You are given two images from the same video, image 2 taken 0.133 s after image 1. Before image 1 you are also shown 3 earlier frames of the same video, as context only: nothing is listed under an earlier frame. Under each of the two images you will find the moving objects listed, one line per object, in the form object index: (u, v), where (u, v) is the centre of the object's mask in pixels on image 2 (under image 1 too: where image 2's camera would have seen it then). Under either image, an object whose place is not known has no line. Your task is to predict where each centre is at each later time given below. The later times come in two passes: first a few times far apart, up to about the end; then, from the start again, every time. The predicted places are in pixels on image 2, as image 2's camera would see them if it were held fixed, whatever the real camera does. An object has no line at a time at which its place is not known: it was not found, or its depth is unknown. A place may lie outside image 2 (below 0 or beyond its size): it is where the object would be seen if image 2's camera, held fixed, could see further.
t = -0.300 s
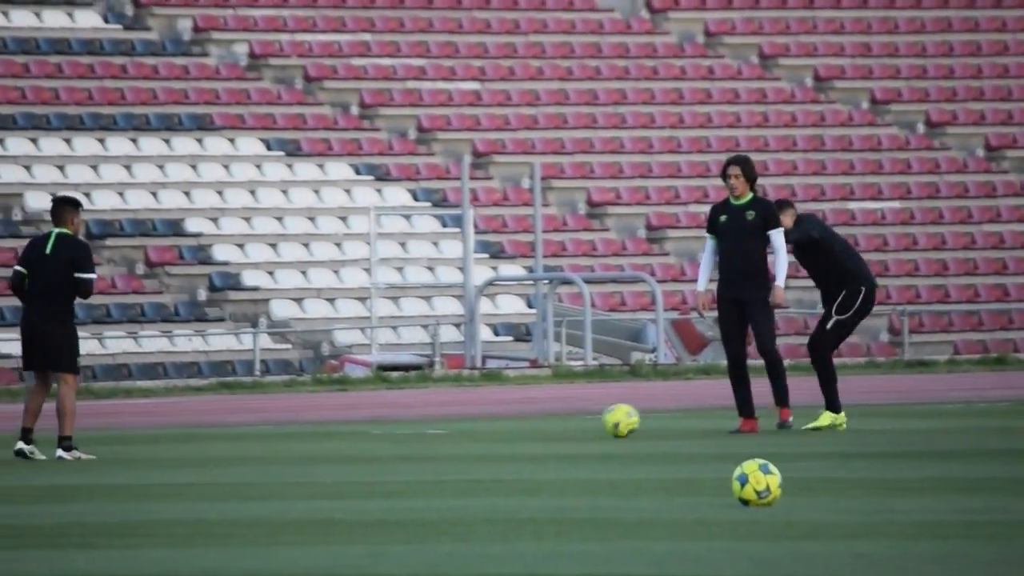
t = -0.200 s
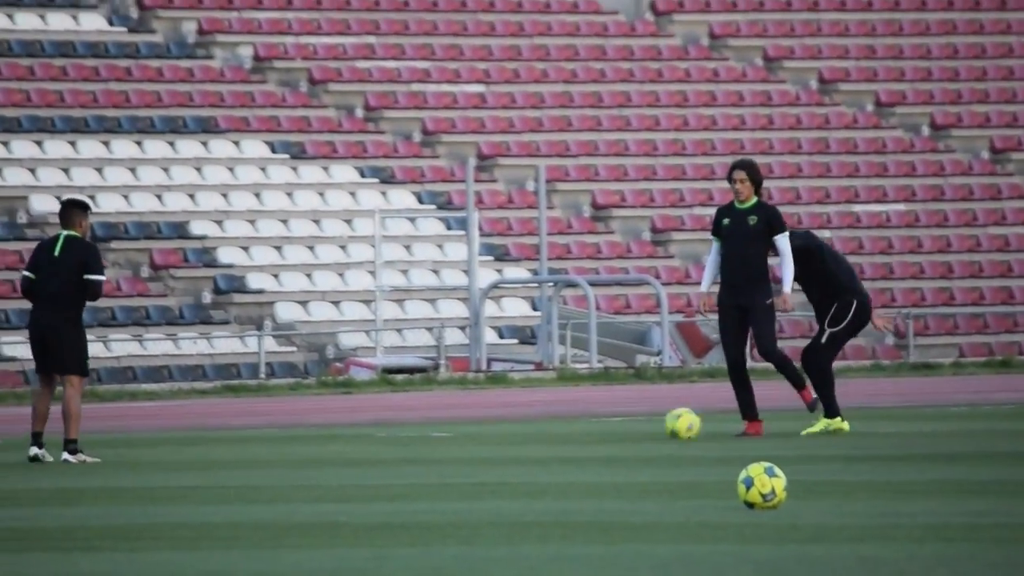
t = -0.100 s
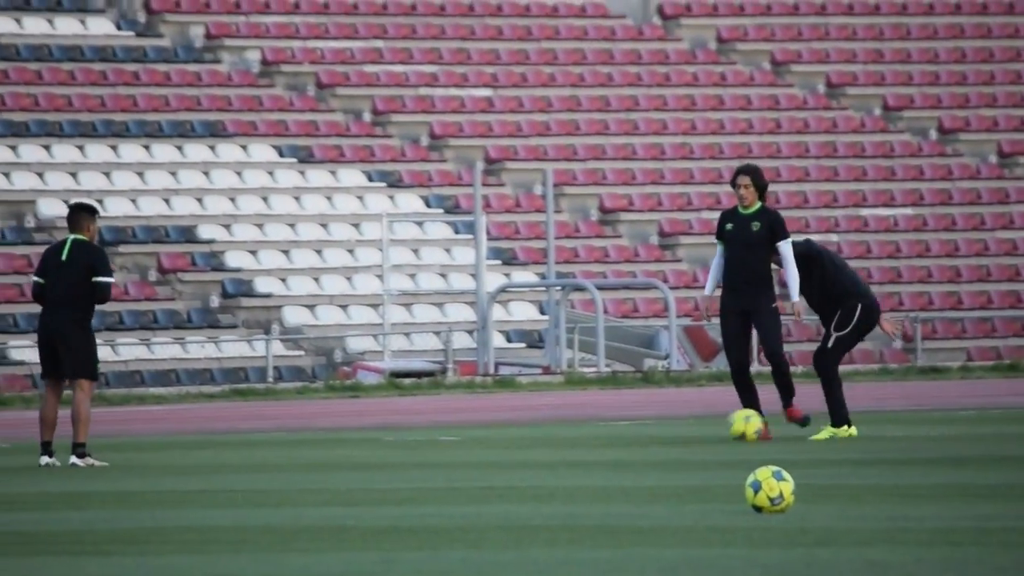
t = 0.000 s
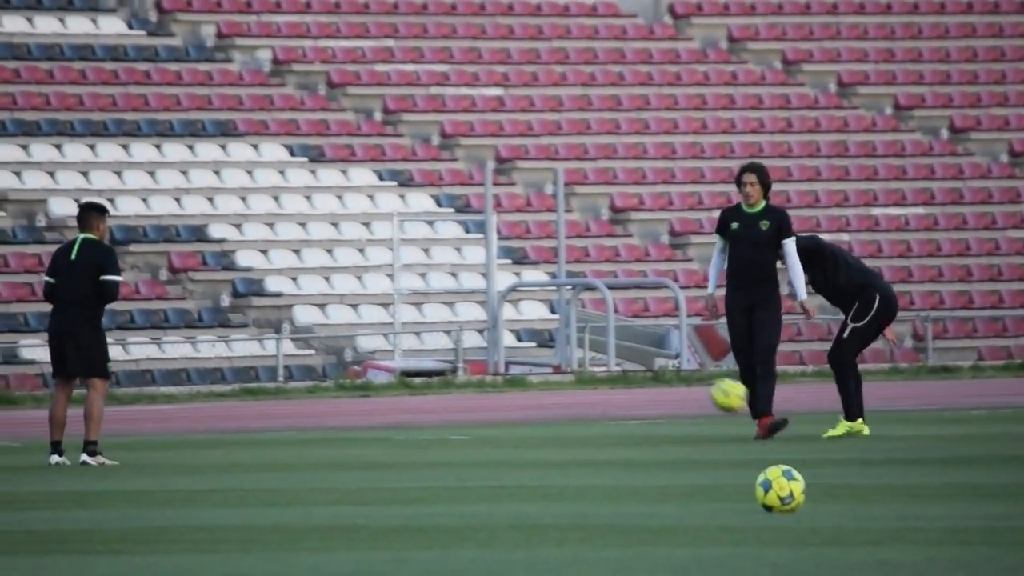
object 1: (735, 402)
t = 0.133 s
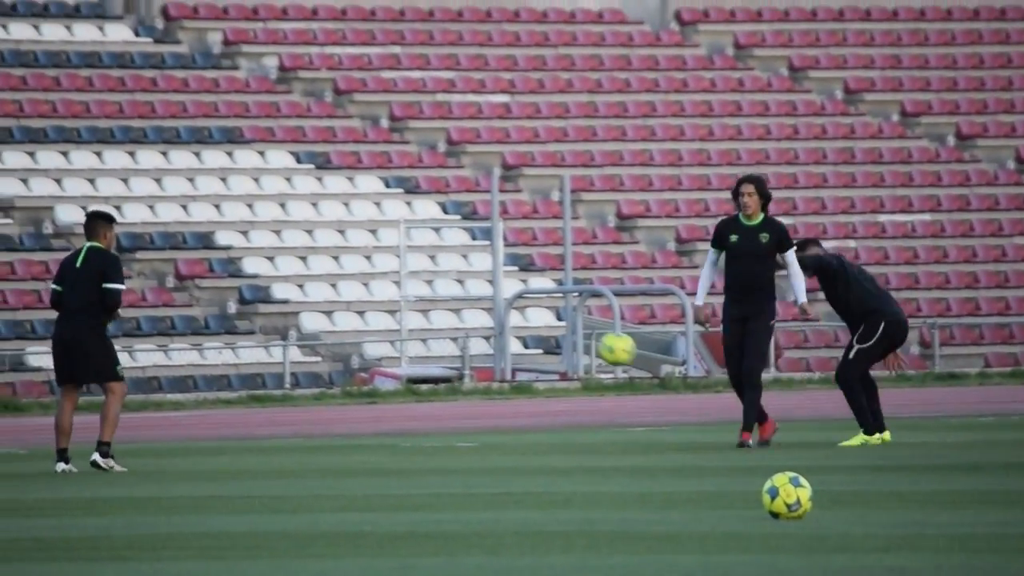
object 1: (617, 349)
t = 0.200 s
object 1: (557, 331)
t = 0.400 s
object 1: (374, 315)
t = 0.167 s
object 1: (588, 339)
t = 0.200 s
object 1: (557, 331)
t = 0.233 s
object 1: (528, 325)
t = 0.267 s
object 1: (497, 321)
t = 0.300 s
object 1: (467, 317)
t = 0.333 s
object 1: (435, 314)
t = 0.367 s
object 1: (404, 314)
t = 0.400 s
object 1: (374, 315)
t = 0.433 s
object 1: (344, 318)
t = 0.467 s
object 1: (311, 322)
